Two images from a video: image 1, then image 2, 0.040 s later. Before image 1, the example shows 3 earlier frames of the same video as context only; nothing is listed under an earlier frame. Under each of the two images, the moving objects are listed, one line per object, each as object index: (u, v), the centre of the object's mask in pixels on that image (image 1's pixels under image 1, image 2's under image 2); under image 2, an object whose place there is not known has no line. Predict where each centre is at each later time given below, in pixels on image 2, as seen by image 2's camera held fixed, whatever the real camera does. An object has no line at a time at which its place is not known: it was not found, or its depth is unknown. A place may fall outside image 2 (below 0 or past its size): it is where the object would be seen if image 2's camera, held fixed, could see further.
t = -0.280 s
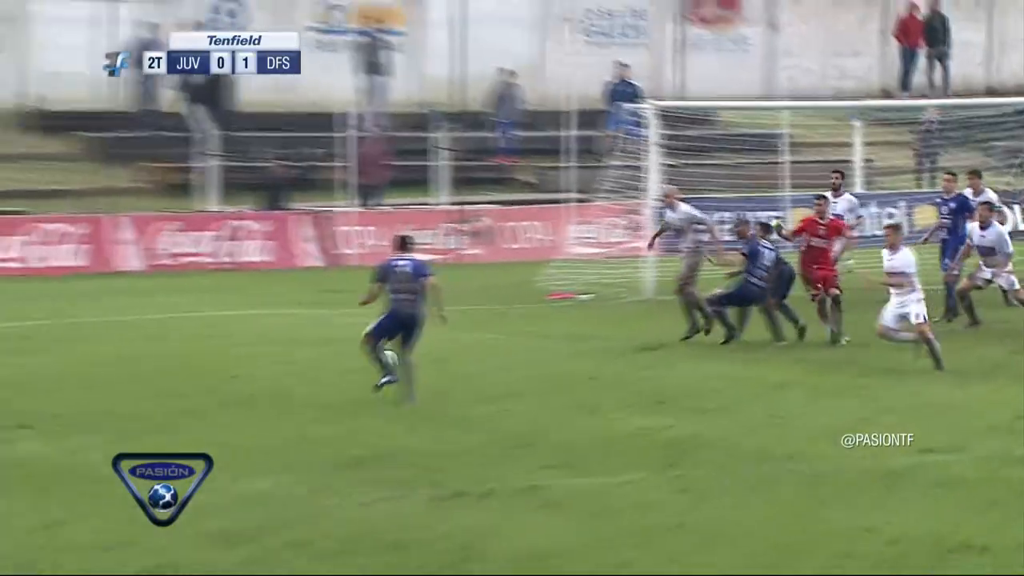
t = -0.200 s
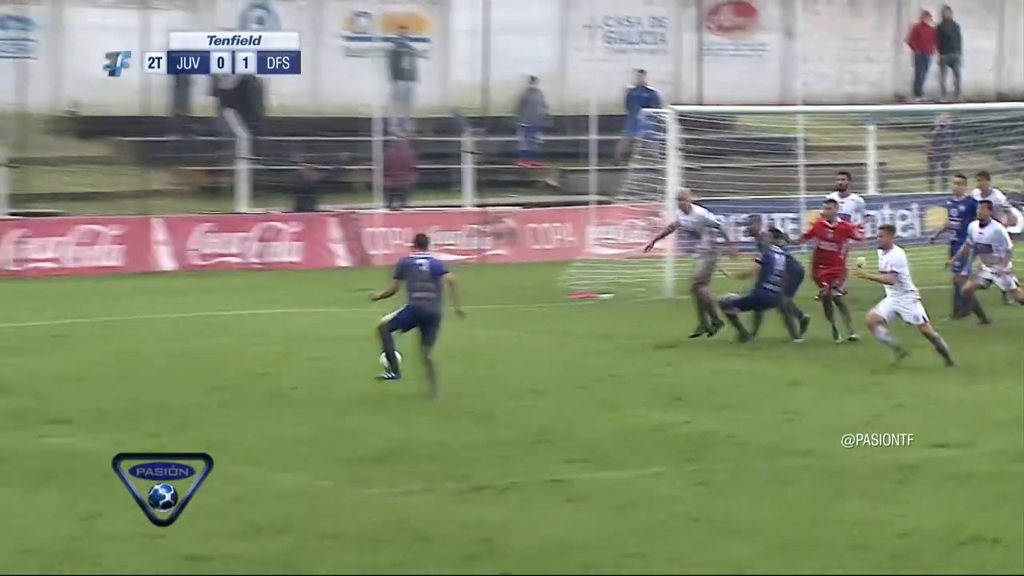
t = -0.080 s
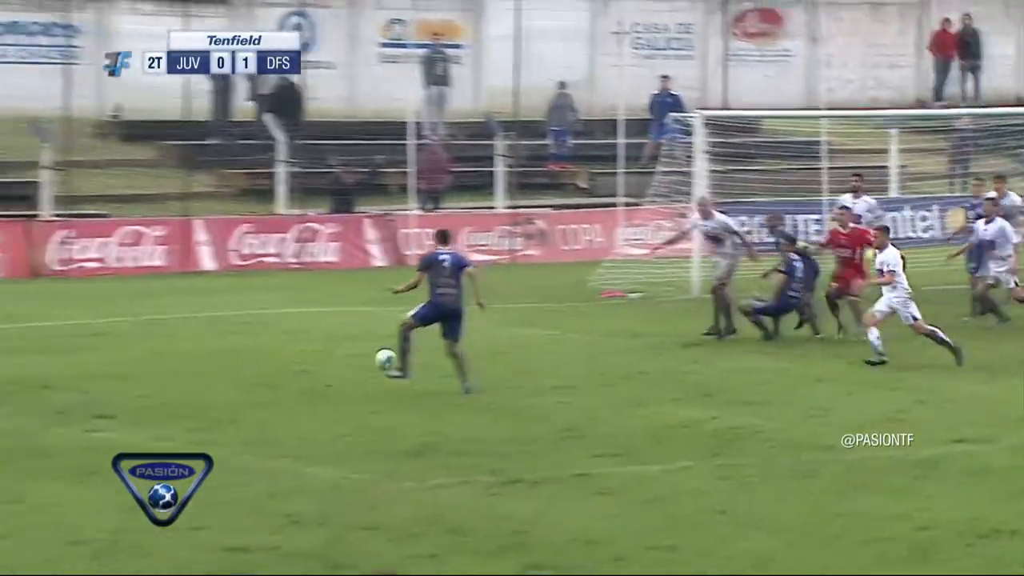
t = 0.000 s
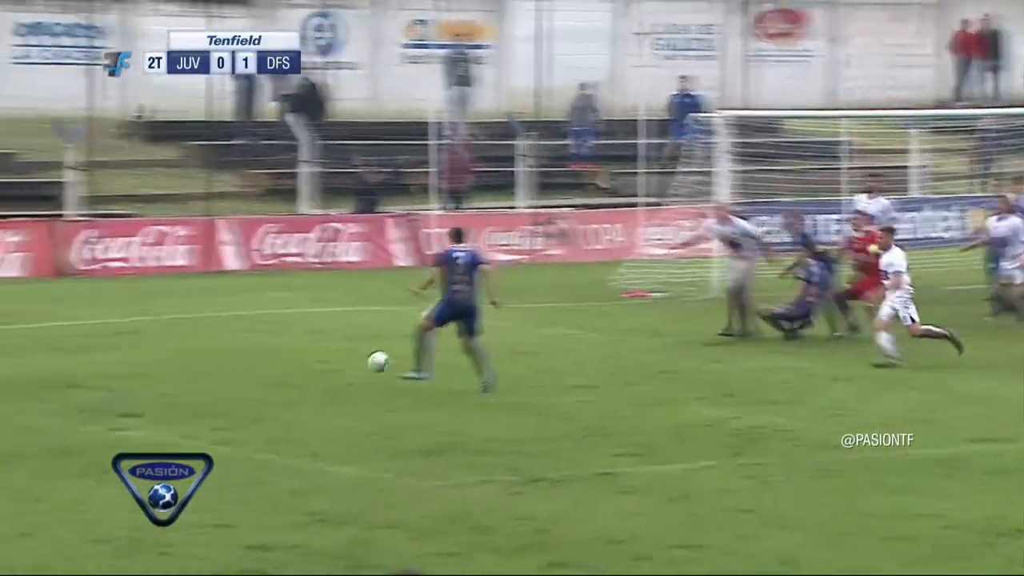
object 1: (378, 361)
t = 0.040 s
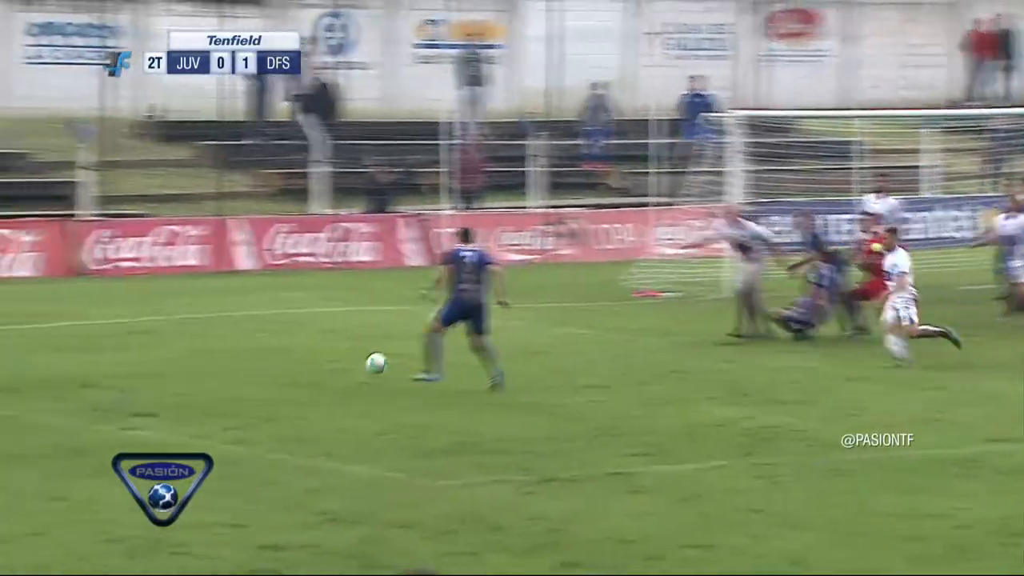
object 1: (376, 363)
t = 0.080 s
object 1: (361, 366)
